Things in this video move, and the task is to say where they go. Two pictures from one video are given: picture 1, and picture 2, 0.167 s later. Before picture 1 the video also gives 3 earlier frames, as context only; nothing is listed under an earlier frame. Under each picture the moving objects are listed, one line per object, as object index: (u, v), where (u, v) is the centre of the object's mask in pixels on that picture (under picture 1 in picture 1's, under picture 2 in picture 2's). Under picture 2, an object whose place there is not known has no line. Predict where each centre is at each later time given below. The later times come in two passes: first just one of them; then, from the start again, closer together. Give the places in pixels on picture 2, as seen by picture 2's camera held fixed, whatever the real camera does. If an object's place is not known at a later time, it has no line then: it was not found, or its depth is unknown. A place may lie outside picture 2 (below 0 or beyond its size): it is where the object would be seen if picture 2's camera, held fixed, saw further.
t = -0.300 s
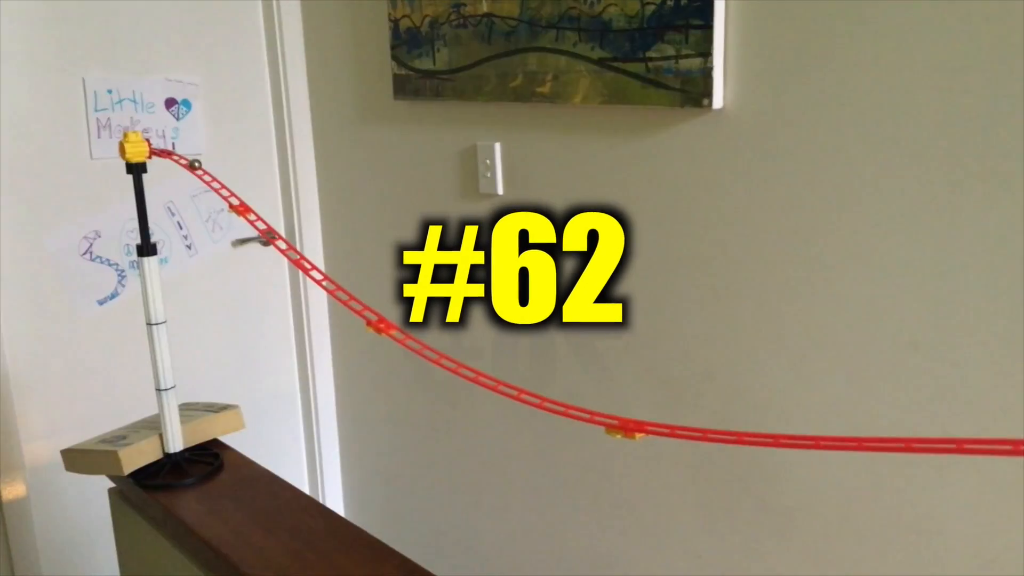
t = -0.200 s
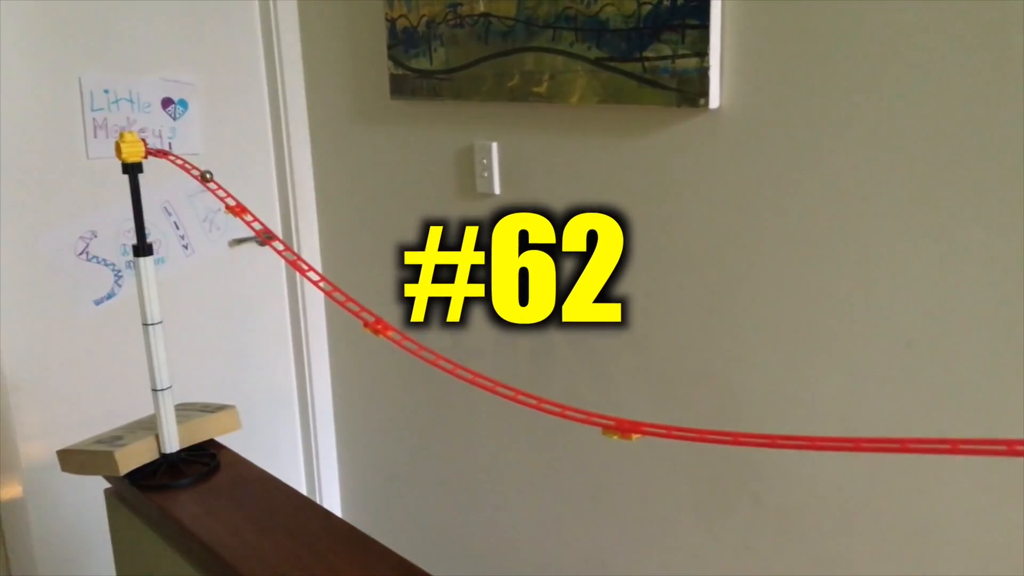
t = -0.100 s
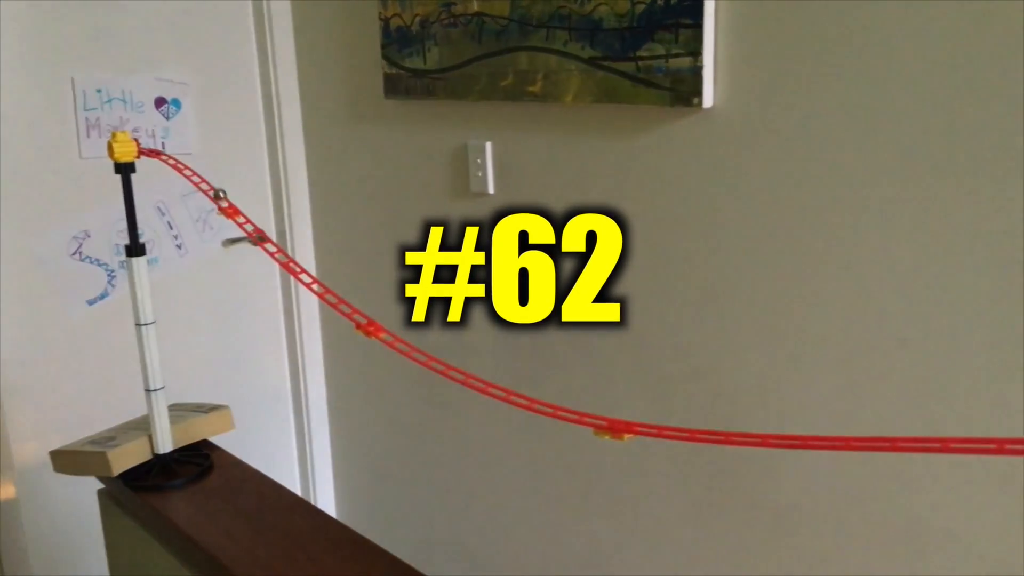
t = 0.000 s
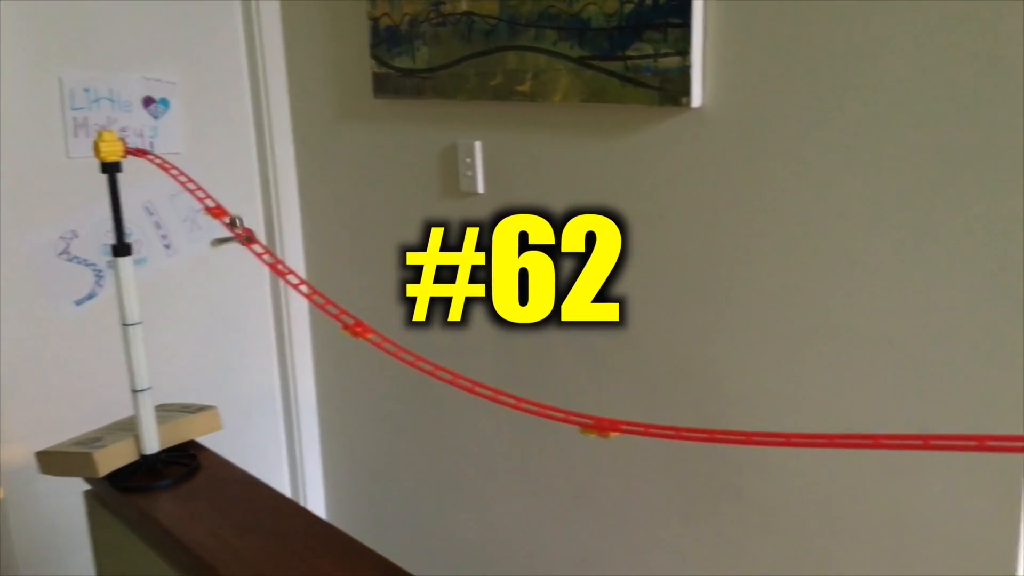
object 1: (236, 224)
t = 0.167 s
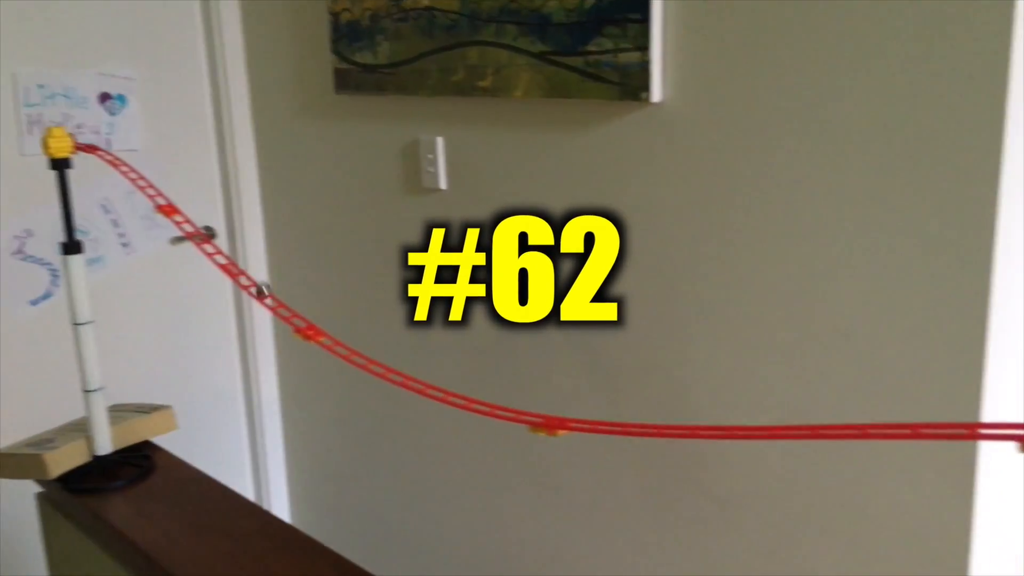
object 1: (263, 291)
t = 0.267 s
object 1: (326, 341)
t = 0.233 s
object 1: (304, 323)
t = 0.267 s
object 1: (326, 341)
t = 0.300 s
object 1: (350, 357)
